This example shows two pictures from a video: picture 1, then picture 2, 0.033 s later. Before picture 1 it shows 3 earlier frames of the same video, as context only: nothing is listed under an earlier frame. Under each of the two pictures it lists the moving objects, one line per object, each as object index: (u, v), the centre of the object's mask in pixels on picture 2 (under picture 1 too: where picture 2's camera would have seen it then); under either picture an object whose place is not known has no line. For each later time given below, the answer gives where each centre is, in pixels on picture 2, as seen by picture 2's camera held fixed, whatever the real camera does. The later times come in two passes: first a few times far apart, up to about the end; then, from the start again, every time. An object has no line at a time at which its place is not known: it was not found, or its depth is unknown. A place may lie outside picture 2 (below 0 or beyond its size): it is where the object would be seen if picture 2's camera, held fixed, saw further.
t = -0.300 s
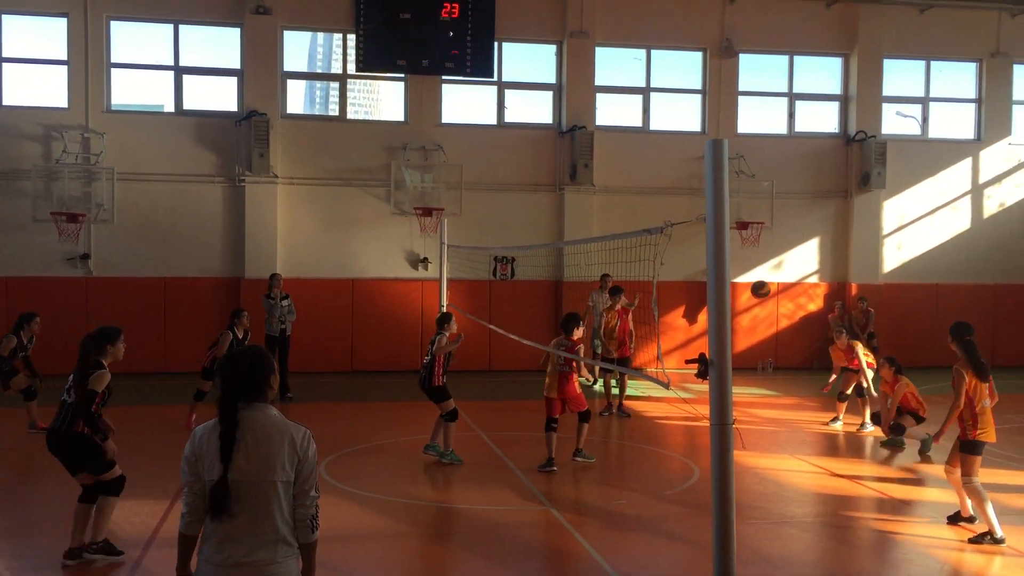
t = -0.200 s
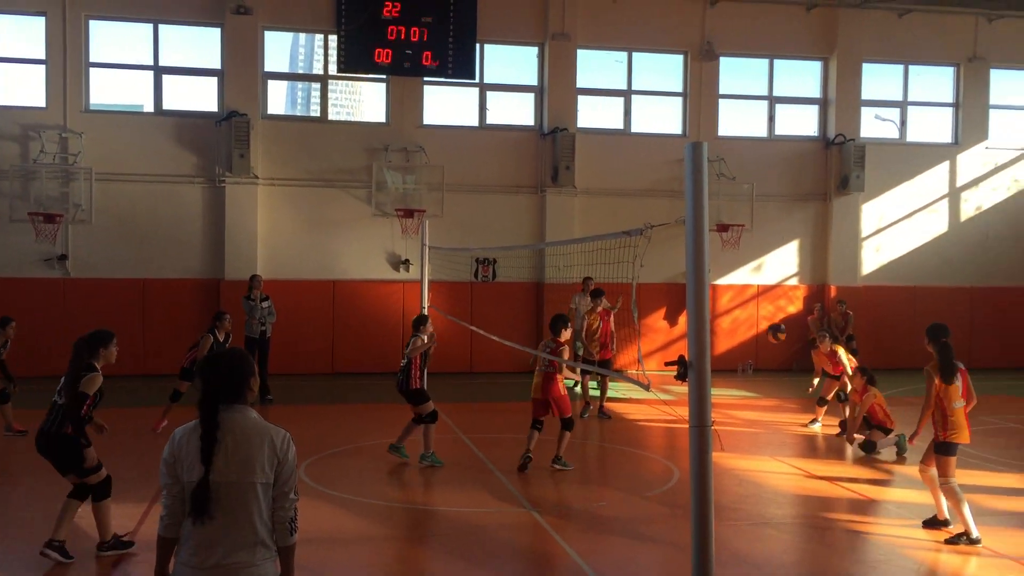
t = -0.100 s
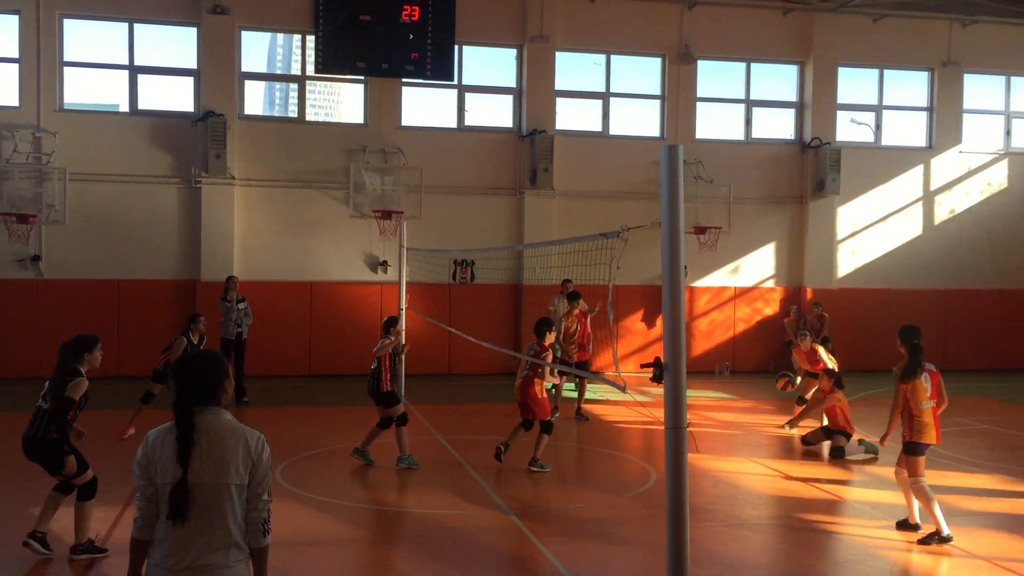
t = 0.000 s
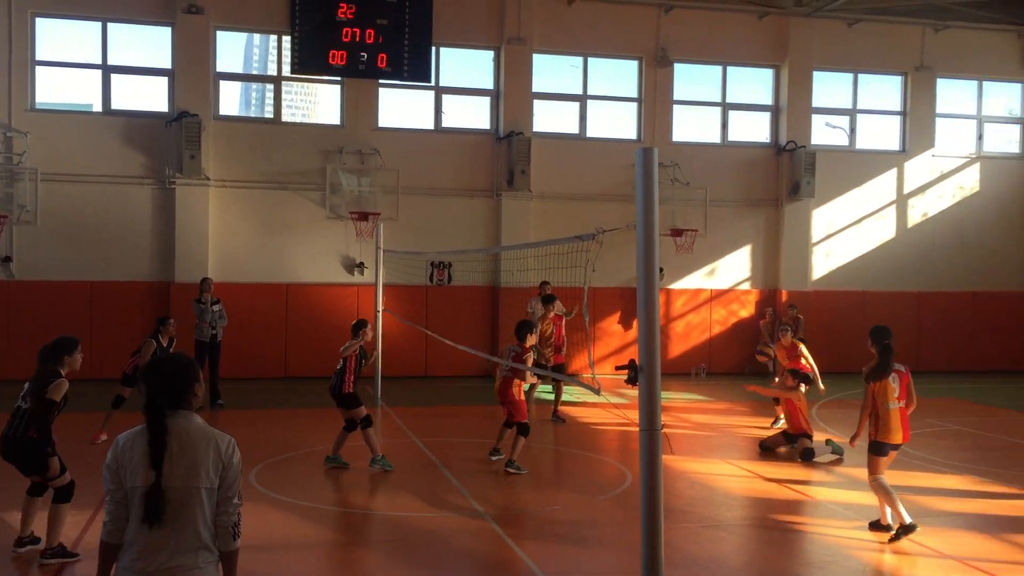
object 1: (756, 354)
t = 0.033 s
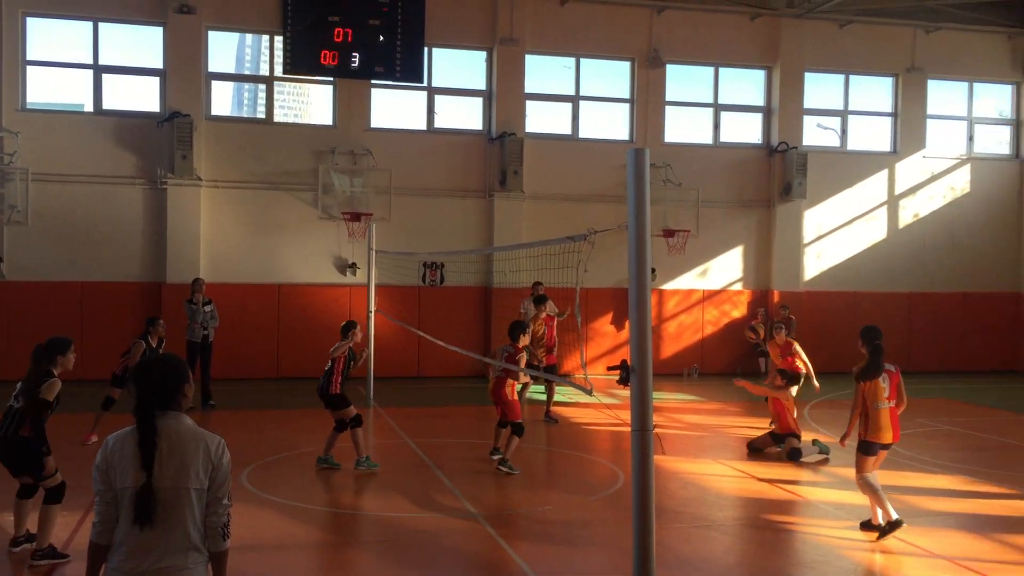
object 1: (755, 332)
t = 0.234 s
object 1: (740, 223)
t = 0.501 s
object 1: (720, 130)
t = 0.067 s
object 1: (753, 311)
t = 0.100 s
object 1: (750, 292)
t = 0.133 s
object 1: (748, 273)
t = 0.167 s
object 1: (745, 256)
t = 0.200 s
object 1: (743, 239)
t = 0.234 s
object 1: (740, 223)
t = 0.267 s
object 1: (738, 208)
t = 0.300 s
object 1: (735, 194)
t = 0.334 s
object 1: (732, 181)
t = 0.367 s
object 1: (729, 169)
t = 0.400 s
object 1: (726, 158)
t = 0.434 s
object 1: (725, 147)
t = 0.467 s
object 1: (722, 138)
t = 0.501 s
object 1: (720, 130)
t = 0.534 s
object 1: (718, 122)
